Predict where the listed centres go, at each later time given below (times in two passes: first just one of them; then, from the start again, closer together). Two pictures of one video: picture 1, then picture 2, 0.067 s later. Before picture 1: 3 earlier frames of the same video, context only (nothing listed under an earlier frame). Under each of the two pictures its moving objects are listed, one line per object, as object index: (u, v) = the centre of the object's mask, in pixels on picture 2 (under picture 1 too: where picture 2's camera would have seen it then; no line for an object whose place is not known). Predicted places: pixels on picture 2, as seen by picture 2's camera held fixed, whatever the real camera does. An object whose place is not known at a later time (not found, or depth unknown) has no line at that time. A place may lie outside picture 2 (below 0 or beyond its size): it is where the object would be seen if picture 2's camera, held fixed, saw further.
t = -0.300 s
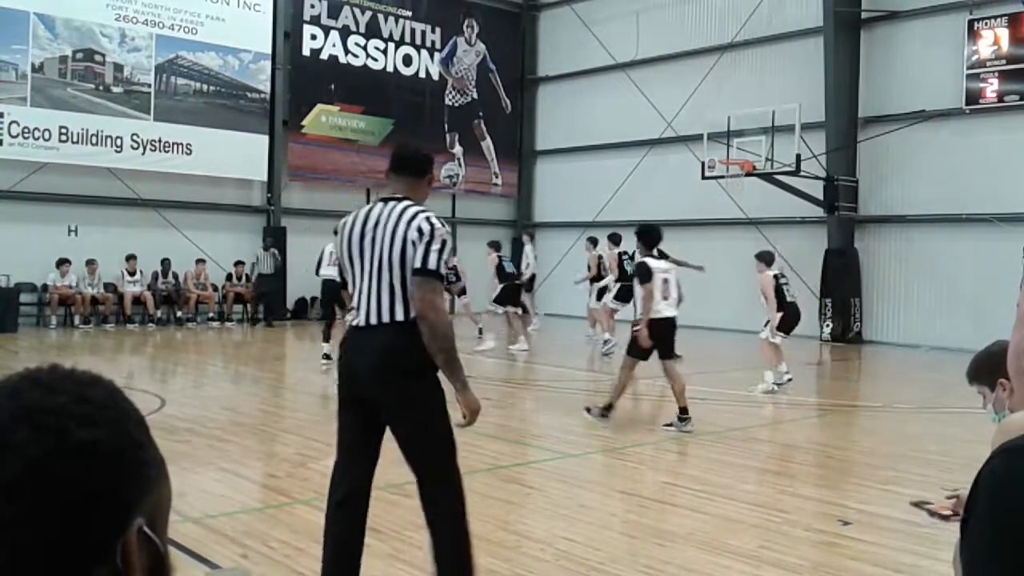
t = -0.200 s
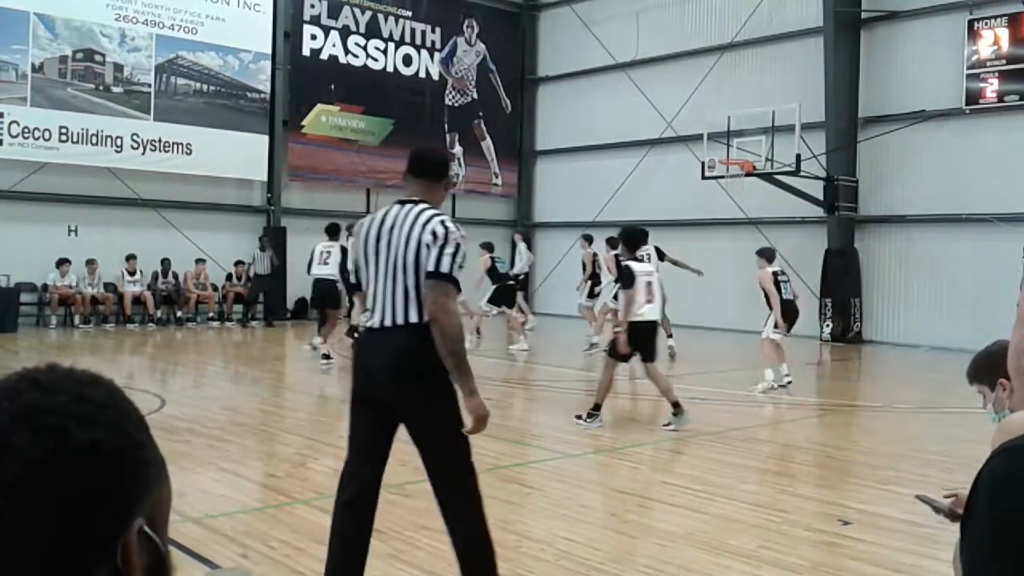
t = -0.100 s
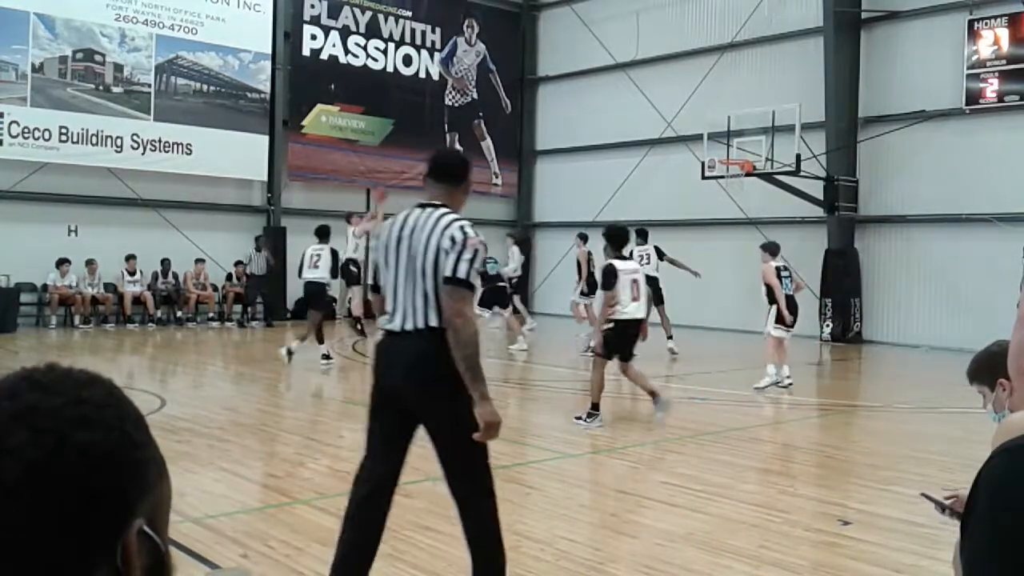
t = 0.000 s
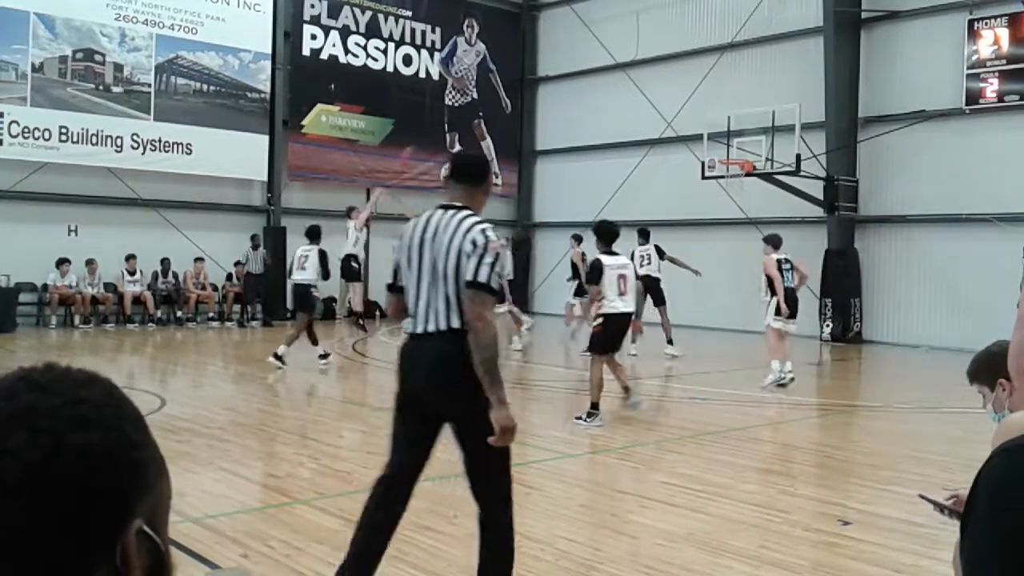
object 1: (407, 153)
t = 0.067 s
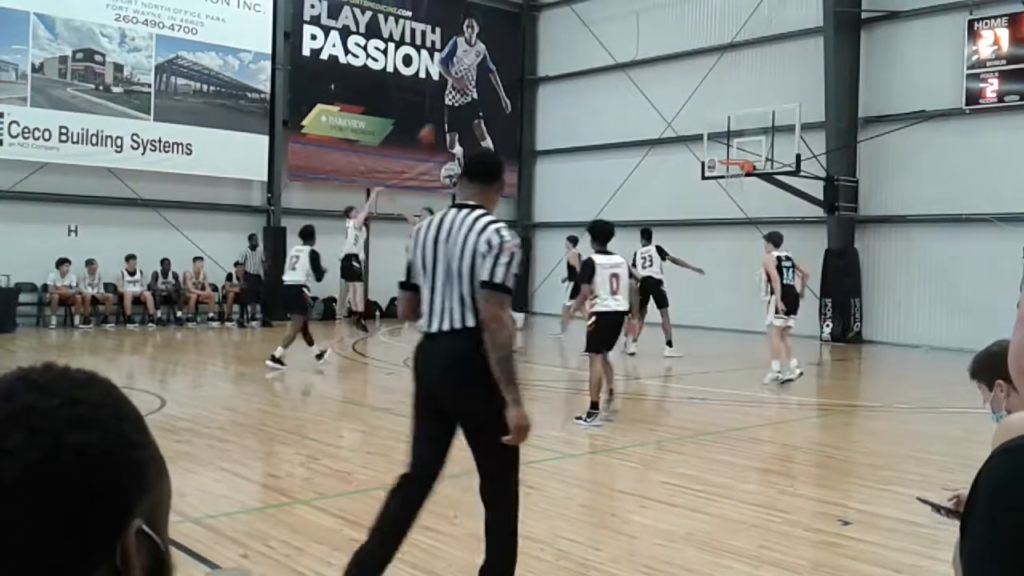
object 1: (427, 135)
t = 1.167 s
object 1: (723, 149)
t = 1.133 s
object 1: (715, 139)
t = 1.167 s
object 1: (723, 149)
